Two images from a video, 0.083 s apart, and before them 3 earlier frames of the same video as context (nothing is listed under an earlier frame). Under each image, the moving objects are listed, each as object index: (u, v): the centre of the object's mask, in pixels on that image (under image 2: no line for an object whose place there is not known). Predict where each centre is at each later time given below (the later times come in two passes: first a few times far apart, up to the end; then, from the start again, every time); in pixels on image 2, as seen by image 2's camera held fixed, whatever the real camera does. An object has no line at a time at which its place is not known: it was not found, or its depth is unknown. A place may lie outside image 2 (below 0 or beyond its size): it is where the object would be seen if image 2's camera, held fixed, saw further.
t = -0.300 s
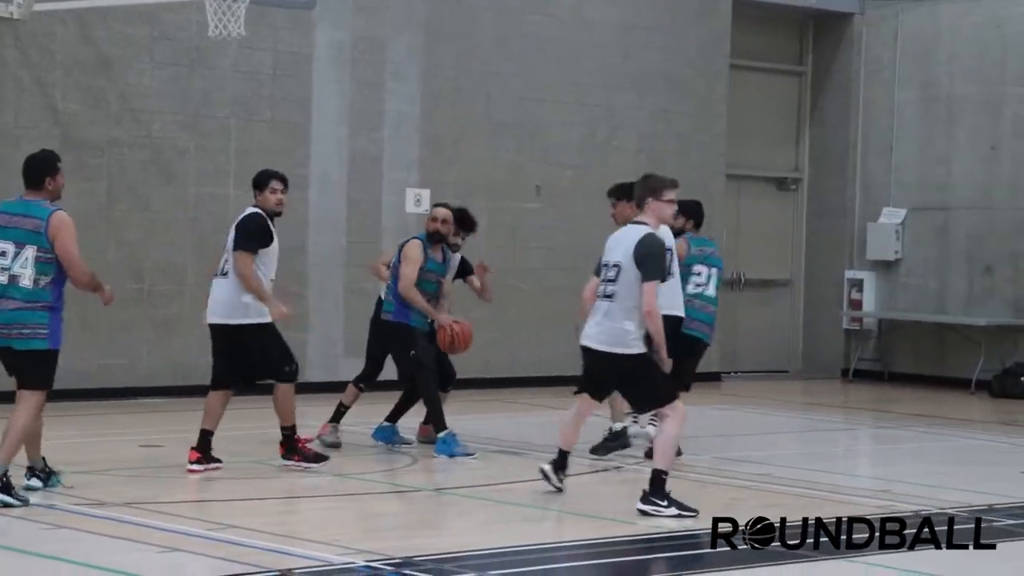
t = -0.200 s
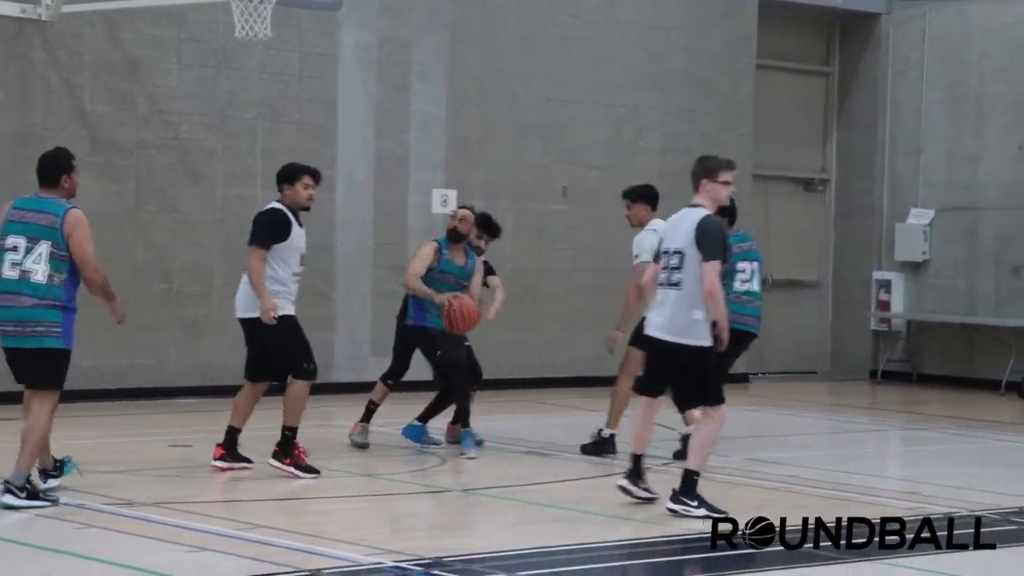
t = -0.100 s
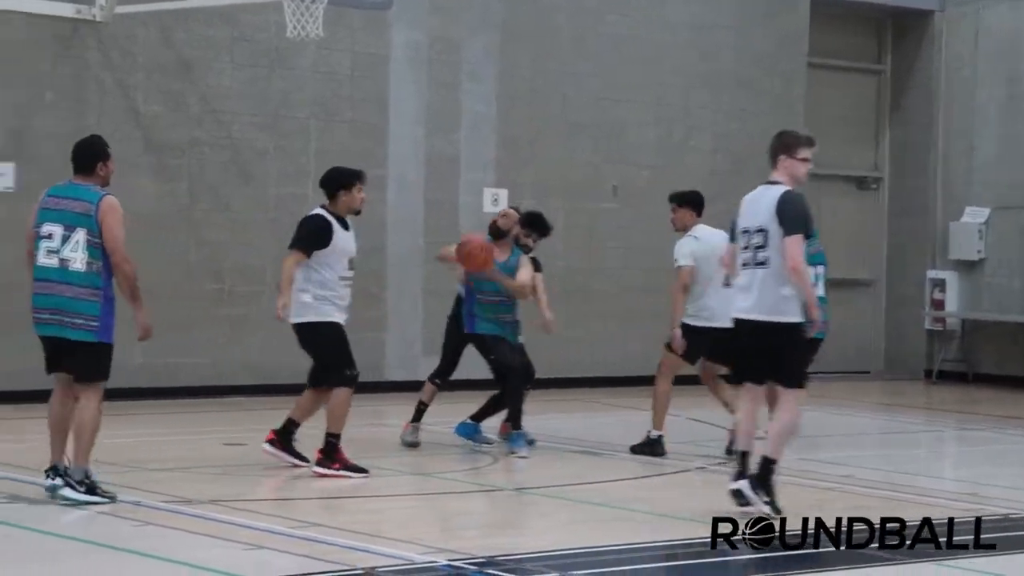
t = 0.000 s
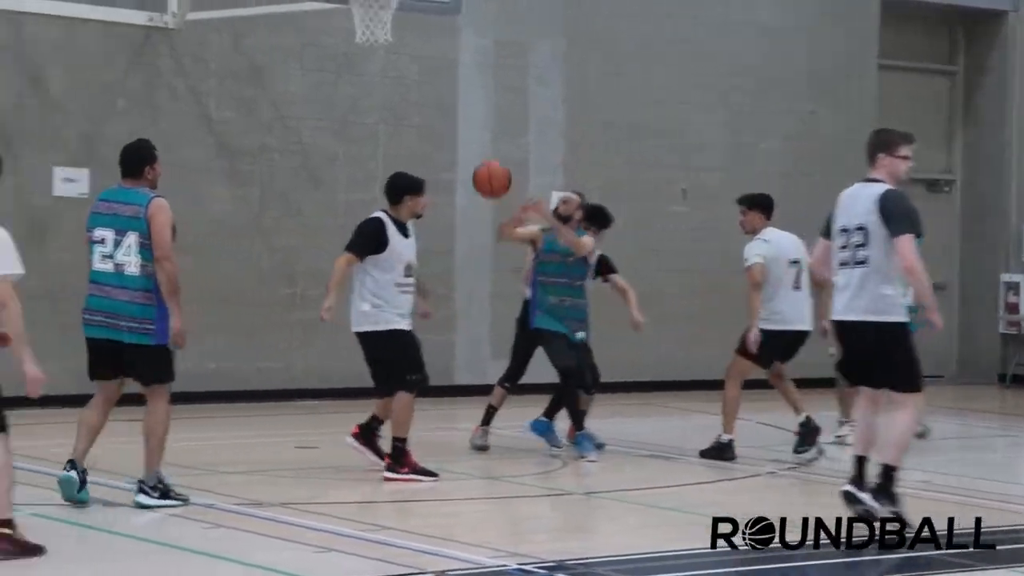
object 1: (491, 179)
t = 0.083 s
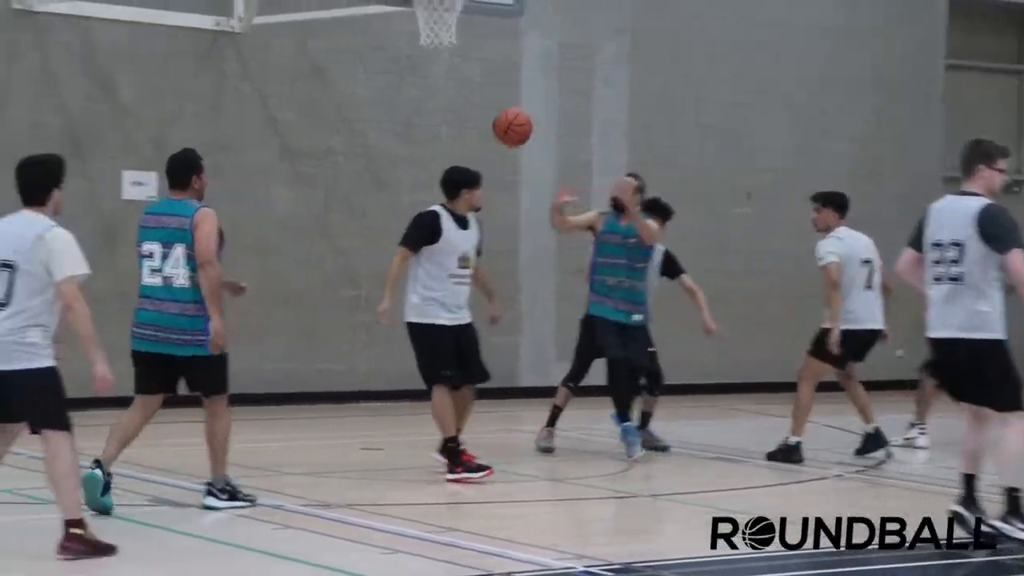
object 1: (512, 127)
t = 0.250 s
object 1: (419, 48)
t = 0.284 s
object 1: (400, 36)
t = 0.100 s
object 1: (504, 117)
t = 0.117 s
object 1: (496, 107)
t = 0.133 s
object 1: (485, 99)
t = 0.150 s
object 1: (477, 91)
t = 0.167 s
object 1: (467, 82)
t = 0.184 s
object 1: (457, 75)
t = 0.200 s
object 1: (448, 67)
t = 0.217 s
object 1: (439, 61)
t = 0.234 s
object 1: (429, 54)
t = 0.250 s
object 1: (419, 48)
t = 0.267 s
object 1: (409, 42)
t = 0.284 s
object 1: (400, 36)
